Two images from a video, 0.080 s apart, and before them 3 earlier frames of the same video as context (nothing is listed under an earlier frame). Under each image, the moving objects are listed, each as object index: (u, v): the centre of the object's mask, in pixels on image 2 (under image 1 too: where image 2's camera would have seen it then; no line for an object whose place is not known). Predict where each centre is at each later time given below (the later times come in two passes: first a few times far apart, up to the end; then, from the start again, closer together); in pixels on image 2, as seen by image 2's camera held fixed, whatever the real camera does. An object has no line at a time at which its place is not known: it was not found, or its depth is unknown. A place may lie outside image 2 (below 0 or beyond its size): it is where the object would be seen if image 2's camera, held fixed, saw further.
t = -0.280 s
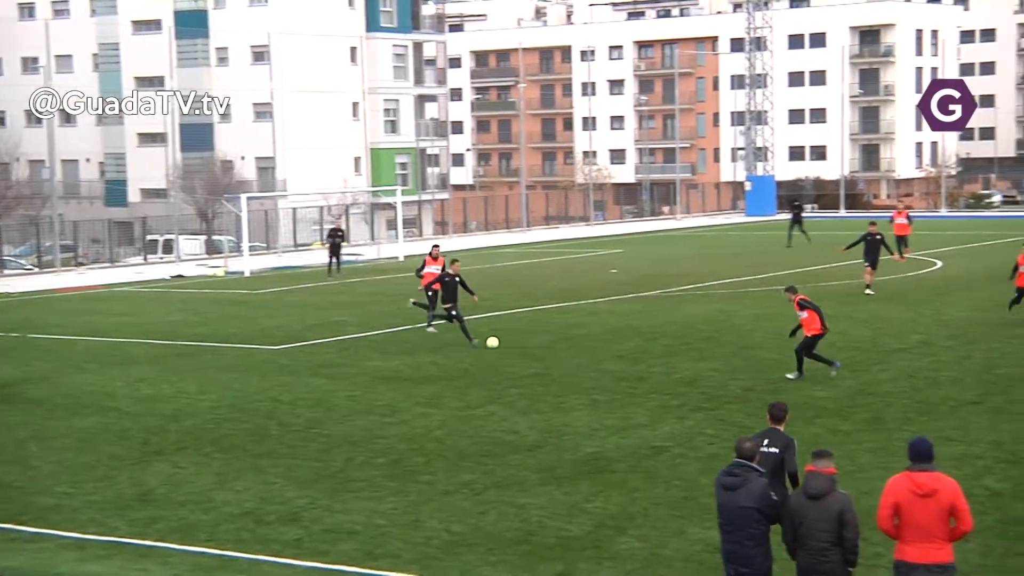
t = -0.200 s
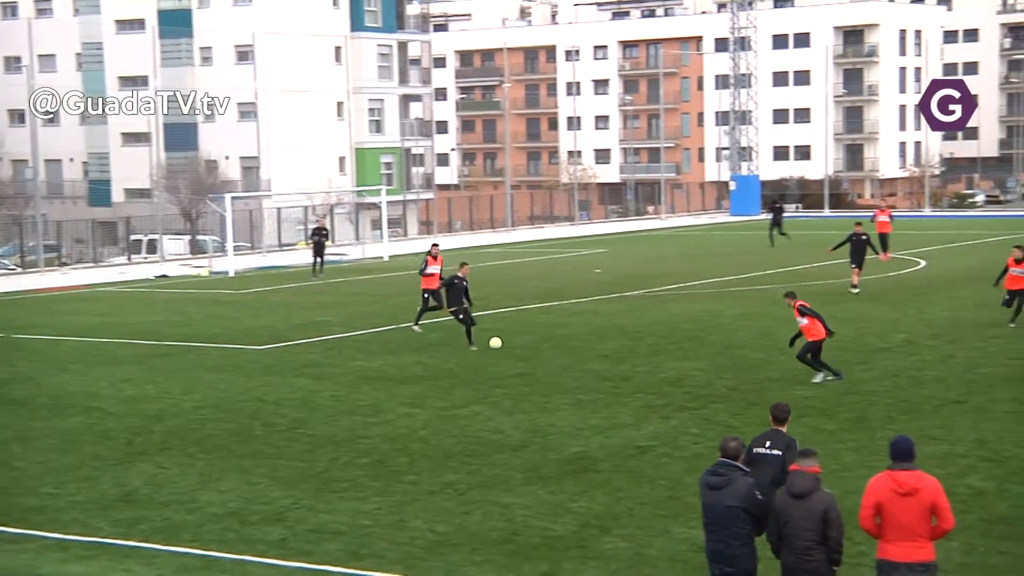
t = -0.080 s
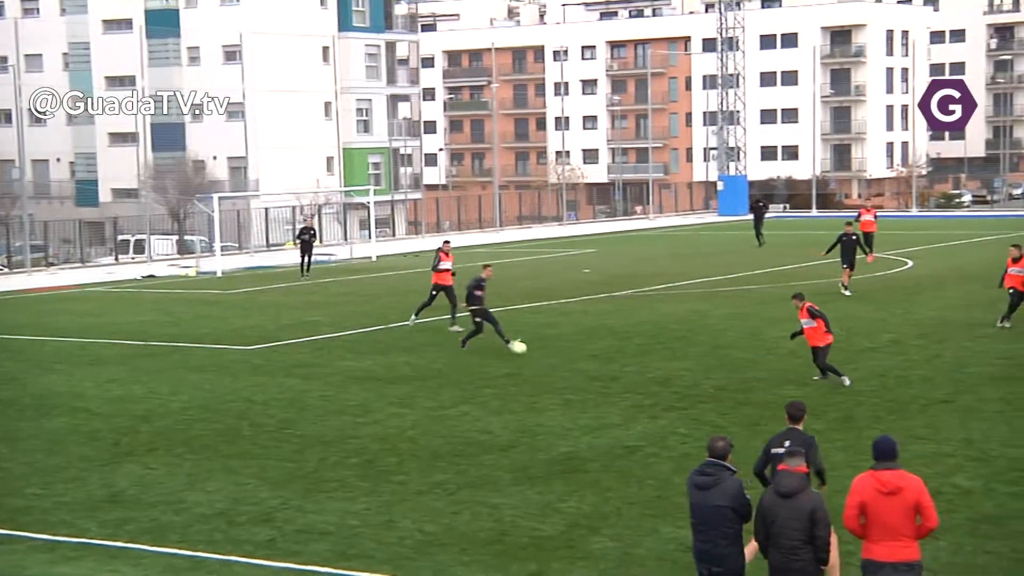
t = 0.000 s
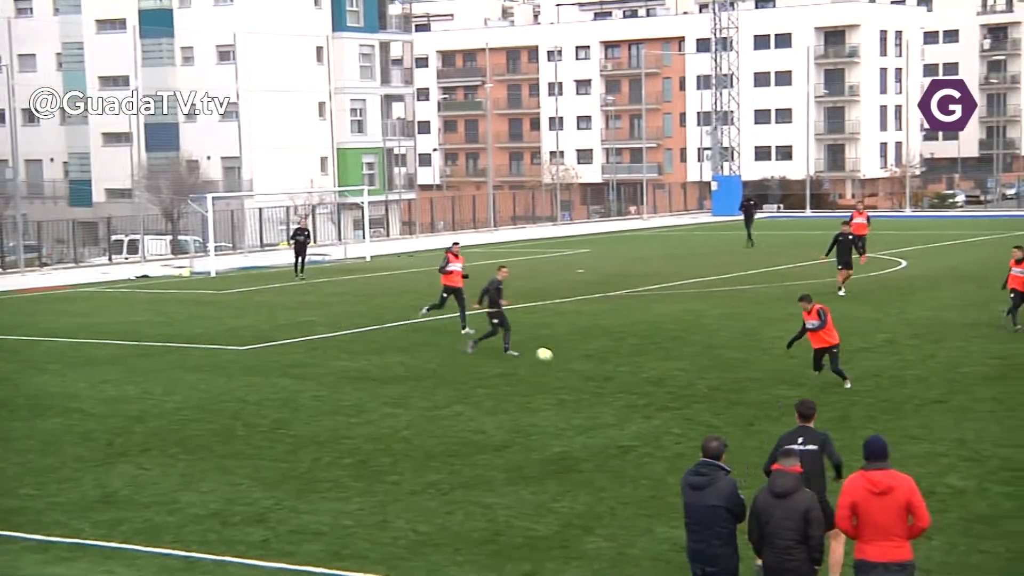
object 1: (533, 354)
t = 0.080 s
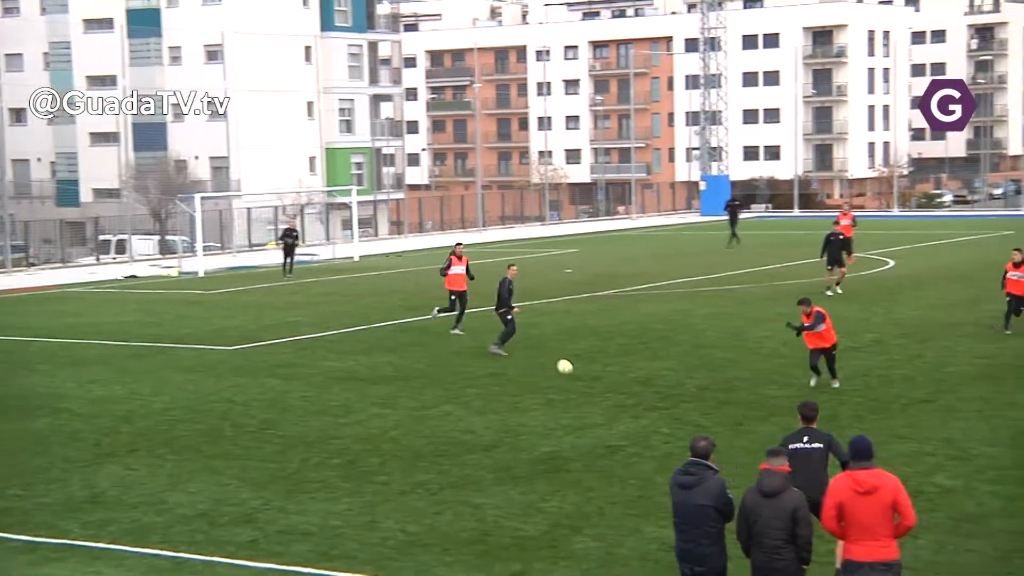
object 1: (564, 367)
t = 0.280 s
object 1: (643, 394)
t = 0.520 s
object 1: (739, 439)
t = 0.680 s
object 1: (805, 470)
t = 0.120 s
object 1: (580, 375)
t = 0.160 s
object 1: (595, 379)
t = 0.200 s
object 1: (611, 382)
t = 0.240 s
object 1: (627, 387)
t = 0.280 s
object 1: (643, 394)
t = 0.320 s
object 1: (659, 403)
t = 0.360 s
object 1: (675, 411)
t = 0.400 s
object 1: (690, 415)
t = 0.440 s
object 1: (706, 421)
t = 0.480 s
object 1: (723, 429)
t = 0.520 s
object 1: (739, 439)
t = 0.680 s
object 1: (805, 470)
